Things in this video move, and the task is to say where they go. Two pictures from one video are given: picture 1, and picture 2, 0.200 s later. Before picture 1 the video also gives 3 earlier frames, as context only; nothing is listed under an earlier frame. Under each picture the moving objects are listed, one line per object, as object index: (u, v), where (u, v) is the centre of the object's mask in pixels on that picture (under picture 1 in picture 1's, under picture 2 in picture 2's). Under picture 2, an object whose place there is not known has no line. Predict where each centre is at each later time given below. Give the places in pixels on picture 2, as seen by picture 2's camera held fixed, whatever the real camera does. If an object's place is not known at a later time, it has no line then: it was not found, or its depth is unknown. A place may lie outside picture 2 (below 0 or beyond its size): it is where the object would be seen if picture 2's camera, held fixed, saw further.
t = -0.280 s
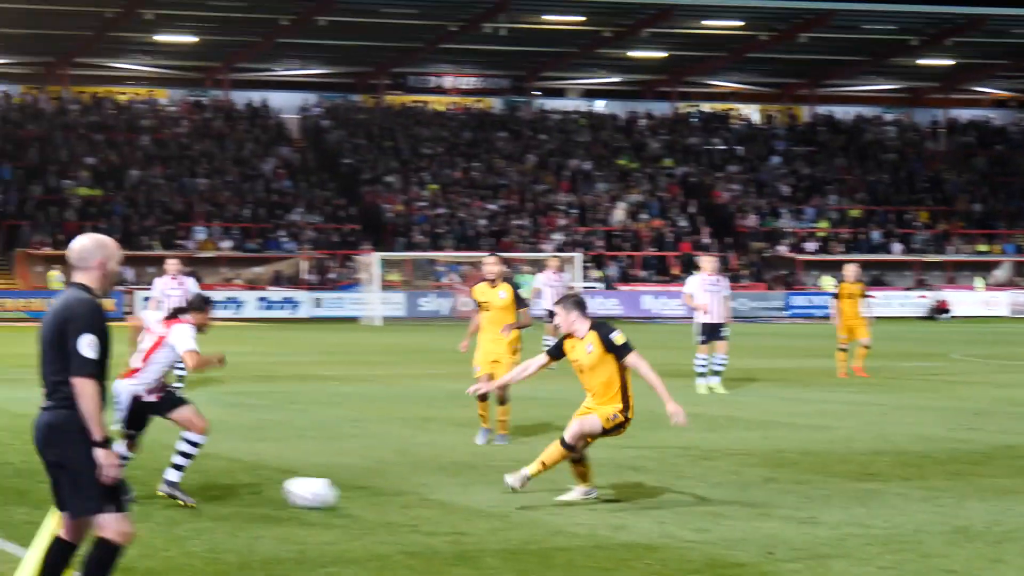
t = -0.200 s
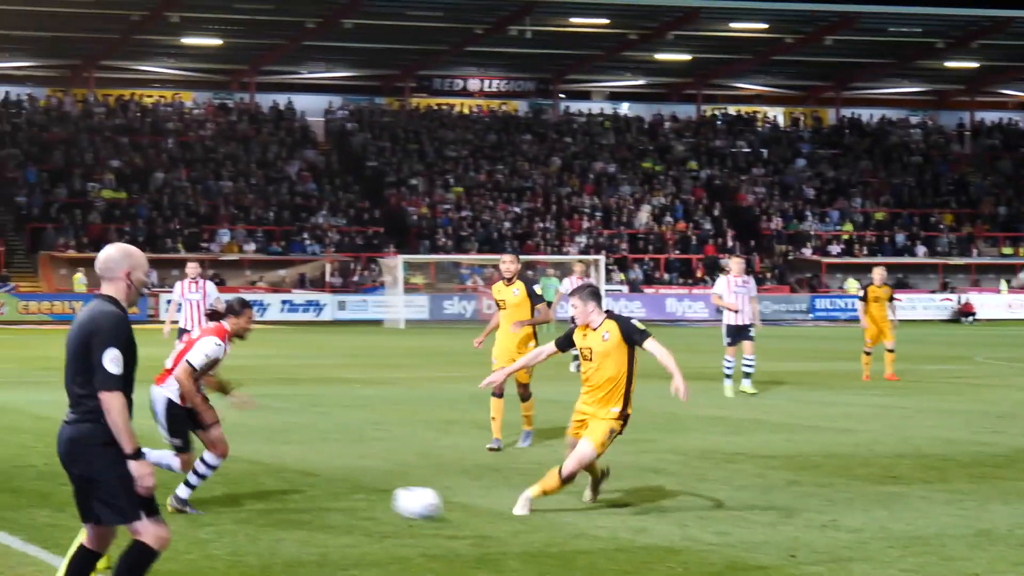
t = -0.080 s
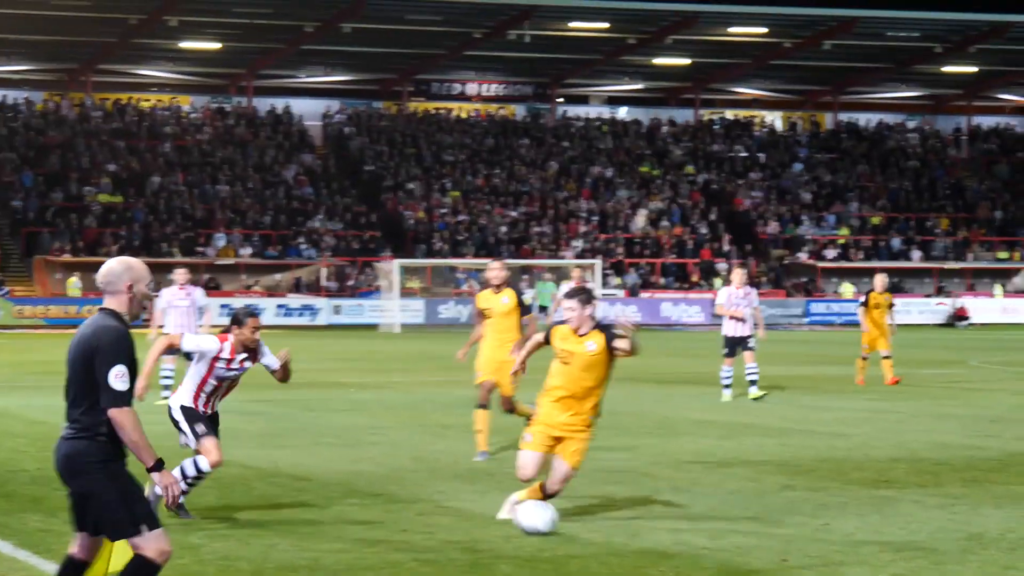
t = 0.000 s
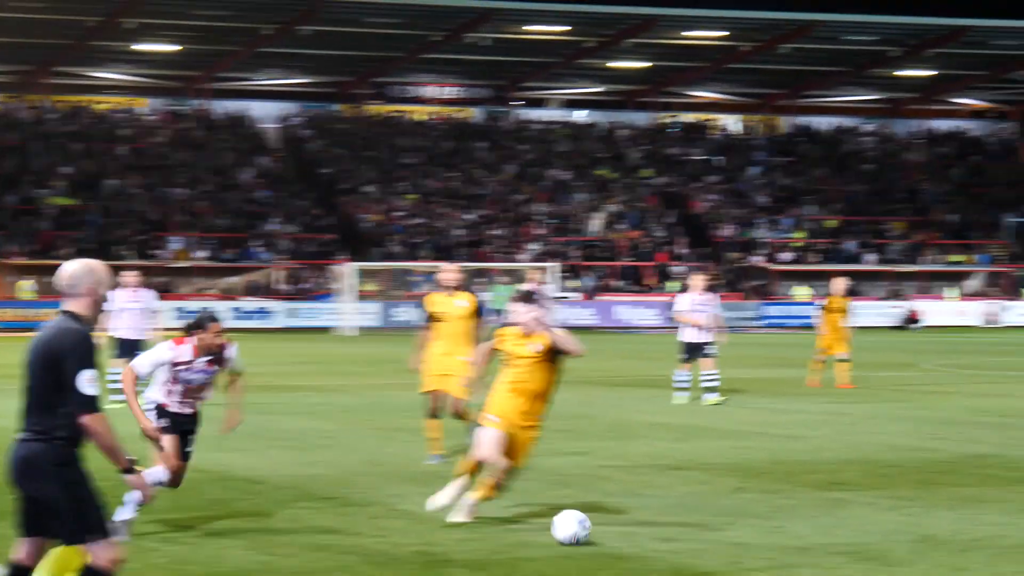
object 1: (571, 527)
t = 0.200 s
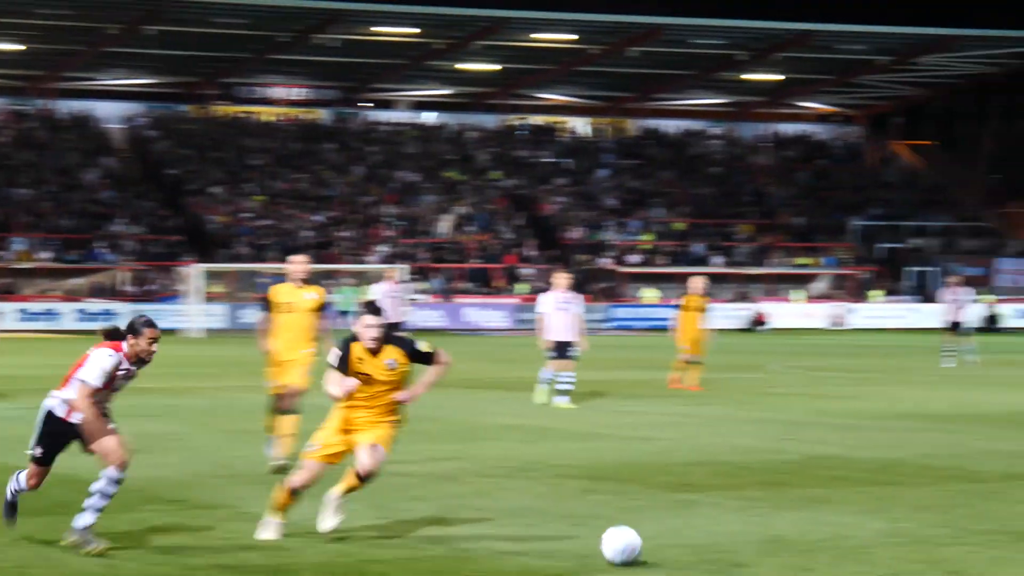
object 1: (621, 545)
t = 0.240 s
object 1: (662, 553)
